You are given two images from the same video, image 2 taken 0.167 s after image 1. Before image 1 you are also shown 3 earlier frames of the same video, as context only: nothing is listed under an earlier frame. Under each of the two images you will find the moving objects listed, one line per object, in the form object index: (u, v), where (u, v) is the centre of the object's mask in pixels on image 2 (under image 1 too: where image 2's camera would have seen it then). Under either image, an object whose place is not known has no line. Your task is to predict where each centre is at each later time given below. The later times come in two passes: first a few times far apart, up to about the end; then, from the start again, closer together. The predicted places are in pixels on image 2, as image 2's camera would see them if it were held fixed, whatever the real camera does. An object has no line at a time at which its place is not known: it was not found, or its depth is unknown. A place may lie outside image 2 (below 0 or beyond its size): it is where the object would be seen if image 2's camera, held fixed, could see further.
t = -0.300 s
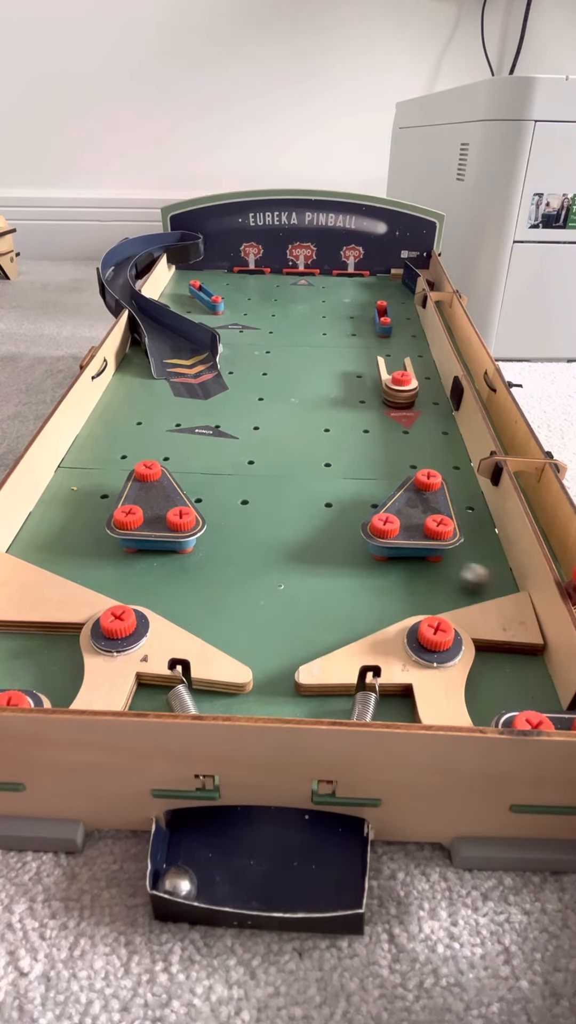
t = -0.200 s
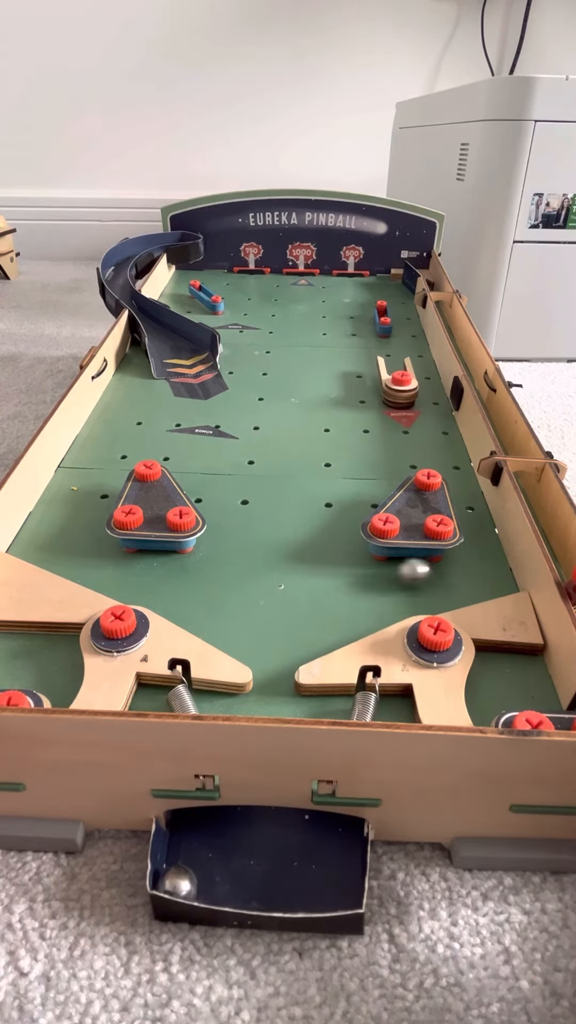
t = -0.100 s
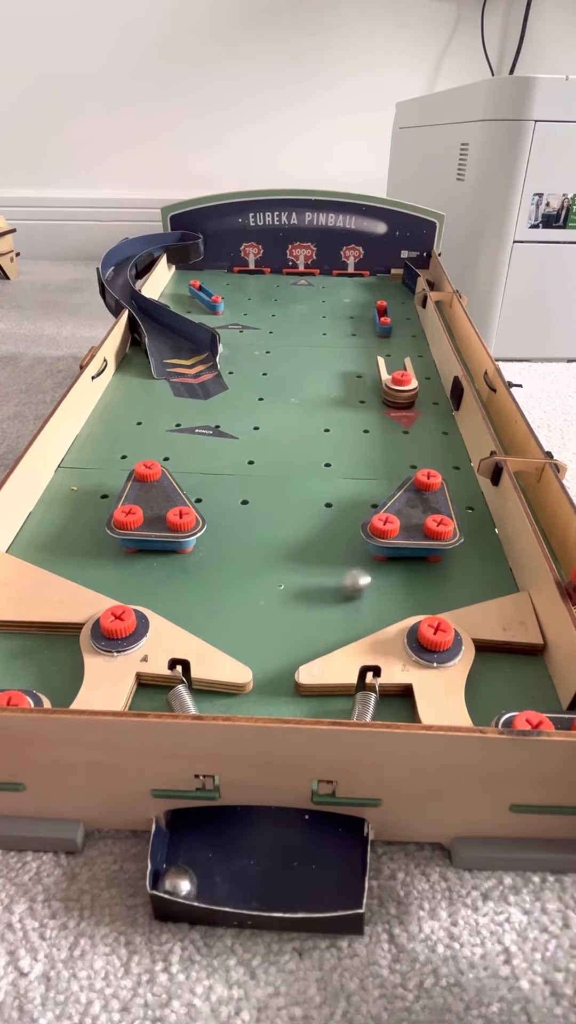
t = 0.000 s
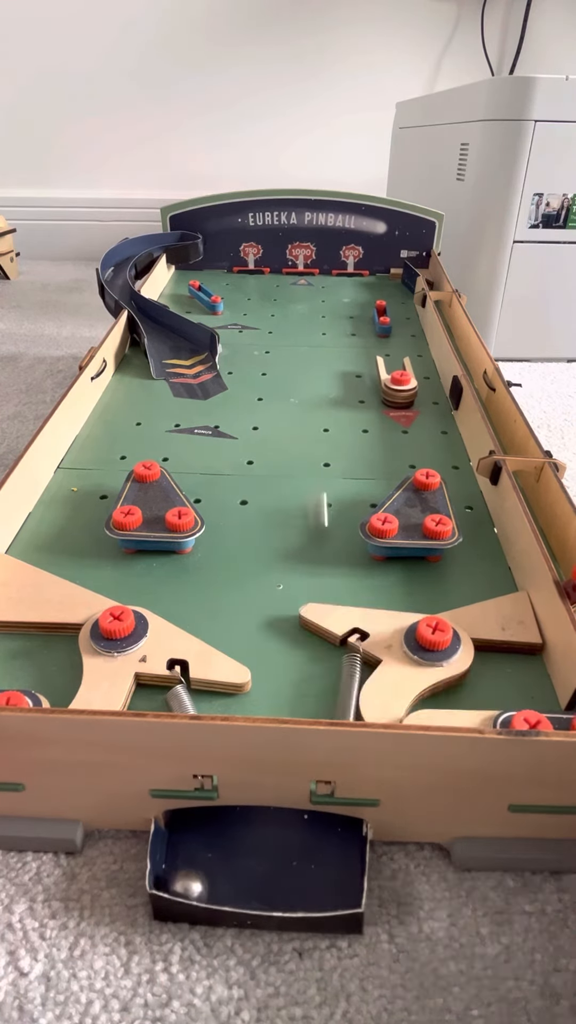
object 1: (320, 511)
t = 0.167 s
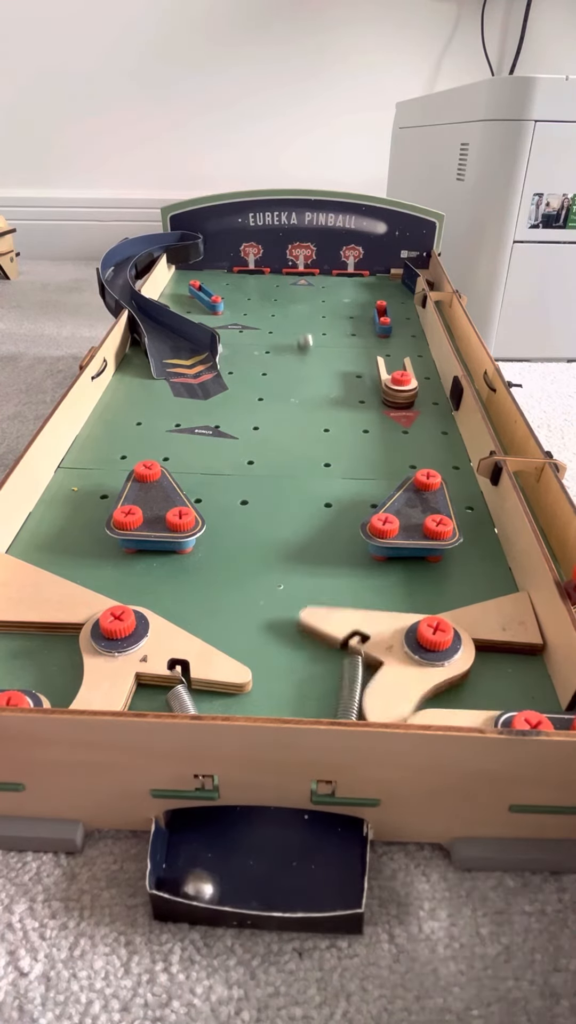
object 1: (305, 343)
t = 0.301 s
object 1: (297, 288)
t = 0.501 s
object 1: (291, 274)
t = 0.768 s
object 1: (273, 297)
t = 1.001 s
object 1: (249, 345)
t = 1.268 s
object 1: (199, 482)
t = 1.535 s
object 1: (446, 584)
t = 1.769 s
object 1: (468, 519)
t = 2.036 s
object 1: (472, 537)
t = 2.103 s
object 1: (481, 556)
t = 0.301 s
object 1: (297, 288)
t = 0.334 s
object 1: (296, 278)
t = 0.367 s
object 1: (294, 270)
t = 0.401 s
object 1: (293, 267)
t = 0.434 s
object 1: (293, 272)
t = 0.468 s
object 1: (293, 273)
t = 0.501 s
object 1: (291, 274)
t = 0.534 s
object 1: (290, 276)
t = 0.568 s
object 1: (288, 278)
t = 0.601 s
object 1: (286, 280)
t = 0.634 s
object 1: (283, 283)
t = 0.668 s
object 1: (281, 285)
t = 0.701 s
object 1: (279, 289)
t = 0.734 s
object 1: (276, 293)
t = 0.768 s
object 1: (273, 297)
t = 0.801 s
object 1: (270, 301)
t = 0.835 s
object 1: (267, 307)
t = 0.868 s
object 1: (263, 313)
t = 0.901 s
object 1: (260, 320)
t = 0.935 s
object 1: (257, 327)
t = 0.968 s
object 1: (253, 335)
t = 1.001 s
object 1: (249, 345)
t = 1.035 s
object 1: (245, 355)
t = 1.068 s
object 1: (240, 367)
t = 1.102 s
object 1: (234, 379)
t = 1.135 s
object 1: (229, 394)
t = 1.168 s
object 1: (223, 411)
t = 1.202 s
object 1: (216, 431)
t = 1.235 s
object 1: (209, 454)
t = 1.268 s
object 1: (199, 482)
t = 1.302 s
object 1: (198, 503)
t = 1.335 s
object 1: (222, 524)
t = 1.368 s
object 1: (261, 532)
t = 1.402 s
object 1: (298, 549)
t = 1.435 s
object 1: (338, 560)
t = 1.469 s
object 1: (380, 578)
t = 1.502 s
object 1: (426, 598)
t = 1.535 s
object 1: (446, 584)
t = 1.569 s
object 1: (463, 569)
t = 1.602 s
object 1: (481, 558)
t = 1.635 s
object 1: (497, 549)
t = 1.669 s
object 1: (487, 539)
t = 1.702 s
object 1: (481, 532)
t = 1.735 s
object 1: (473, 526)
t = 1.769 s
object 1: (468, 519)
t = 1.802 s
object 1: (464, 515)
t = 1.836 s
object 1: (461, 511)
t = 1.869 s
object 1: (458, 511)
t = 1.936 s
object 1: (463, 516)
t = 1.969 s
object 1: (467, 520)
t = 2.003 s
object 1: (468, 529)
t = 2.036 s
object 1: (472, 537)
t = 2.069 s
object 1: (476, 546)
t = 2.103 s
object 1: (481, 556)
